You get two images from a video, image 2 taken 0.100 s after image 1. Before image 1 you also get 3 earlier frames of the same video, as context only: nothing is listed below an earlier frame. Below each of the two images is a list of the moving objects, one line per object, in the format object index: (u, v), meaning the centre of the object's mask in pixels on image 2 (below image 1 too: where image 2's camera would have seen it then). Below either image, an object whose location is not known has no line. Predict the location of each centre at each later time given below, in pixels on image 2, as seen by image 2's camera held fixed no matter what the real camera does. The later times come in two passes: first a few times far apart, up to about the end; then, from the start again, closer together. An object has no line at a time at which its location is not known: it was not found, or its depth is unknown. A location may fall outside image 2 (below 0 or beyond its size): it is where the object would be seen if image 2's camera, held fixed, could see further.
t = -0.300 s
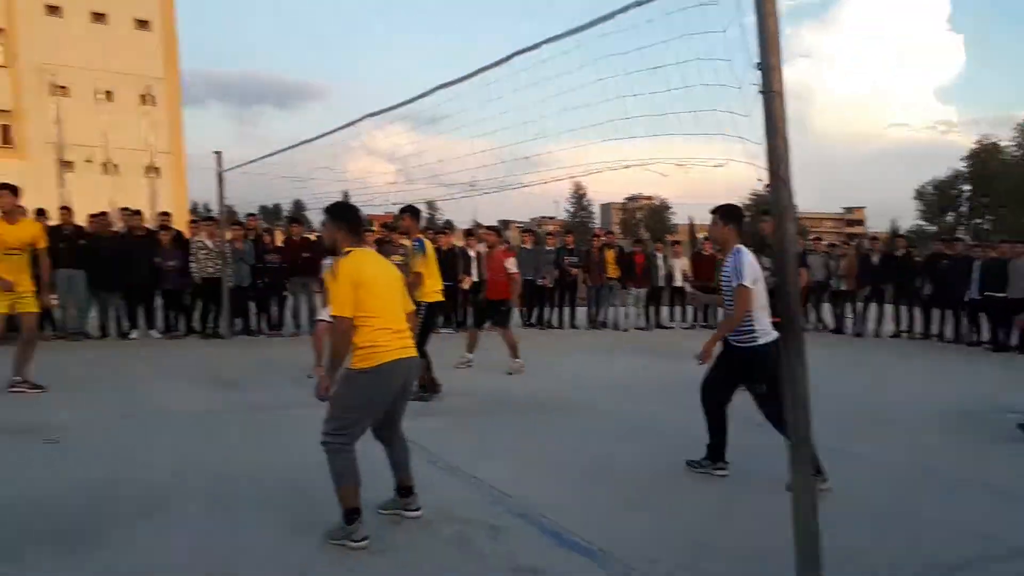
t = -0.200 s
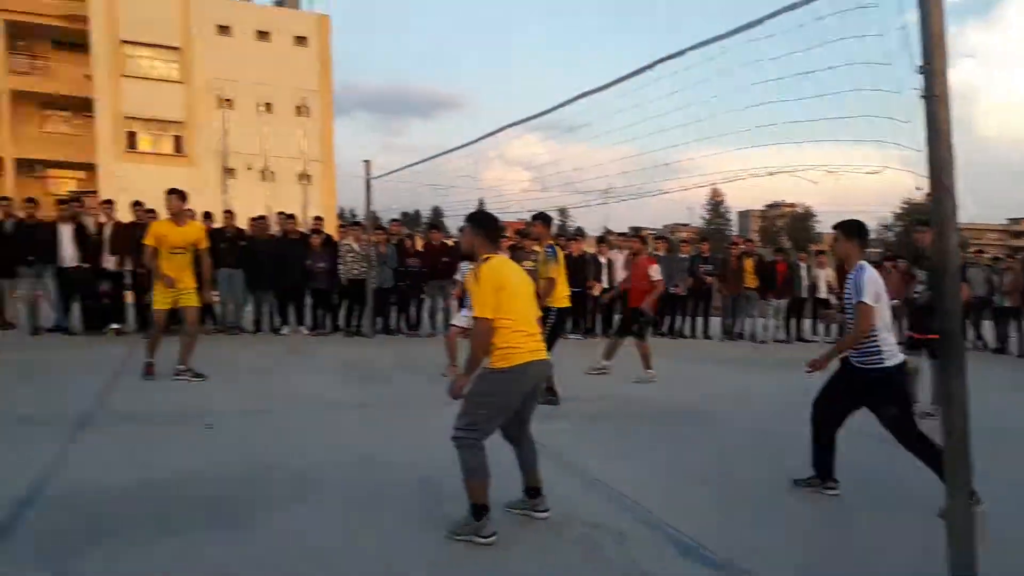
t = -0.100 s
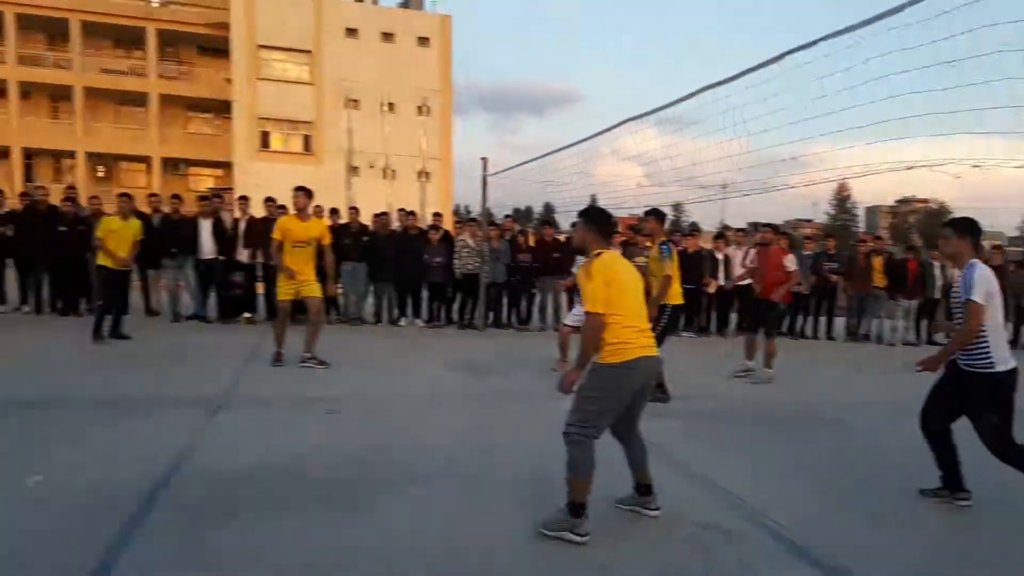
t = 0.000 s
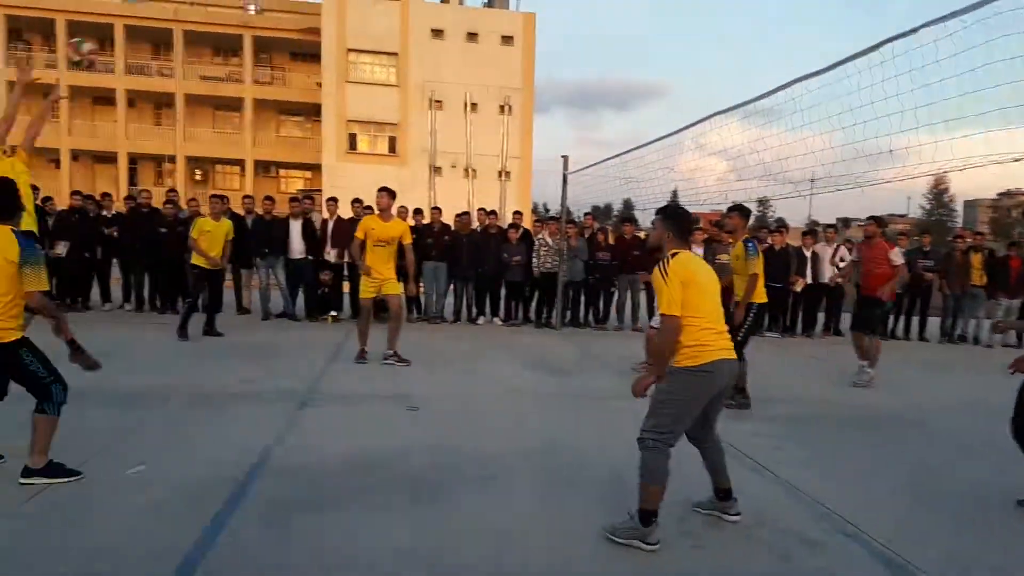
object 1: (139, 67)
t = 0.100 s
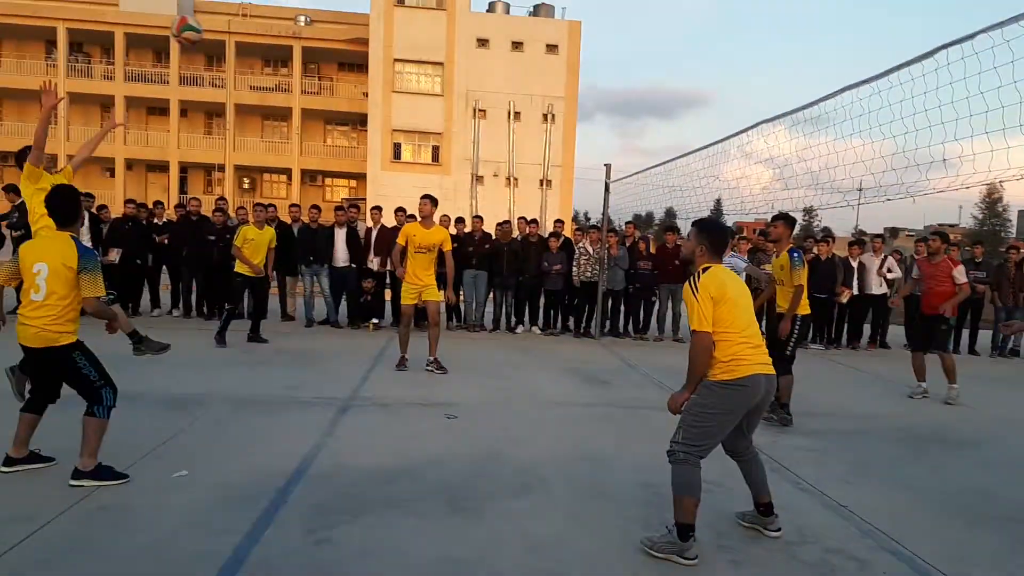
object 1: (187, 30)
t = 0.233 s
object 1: (254, 3)
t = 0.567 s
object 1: (440, 49)
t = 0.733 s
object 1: (540, 148)
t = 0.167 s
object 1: (220, 14)
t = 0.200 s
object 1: (236, 8)
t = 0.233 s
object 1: (254, 3)
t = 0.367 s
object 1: (325, 1)
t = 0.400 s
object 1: (343, 3)
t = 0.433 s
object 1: (362, 8)
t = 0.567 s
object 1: (440, 49)
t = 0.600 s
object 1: (461, 65)
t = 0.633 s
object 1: (481, 82)
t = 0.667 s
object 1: (501, 102)
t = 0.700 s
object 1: (521, 124)
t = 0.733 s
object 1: (540, 148)
